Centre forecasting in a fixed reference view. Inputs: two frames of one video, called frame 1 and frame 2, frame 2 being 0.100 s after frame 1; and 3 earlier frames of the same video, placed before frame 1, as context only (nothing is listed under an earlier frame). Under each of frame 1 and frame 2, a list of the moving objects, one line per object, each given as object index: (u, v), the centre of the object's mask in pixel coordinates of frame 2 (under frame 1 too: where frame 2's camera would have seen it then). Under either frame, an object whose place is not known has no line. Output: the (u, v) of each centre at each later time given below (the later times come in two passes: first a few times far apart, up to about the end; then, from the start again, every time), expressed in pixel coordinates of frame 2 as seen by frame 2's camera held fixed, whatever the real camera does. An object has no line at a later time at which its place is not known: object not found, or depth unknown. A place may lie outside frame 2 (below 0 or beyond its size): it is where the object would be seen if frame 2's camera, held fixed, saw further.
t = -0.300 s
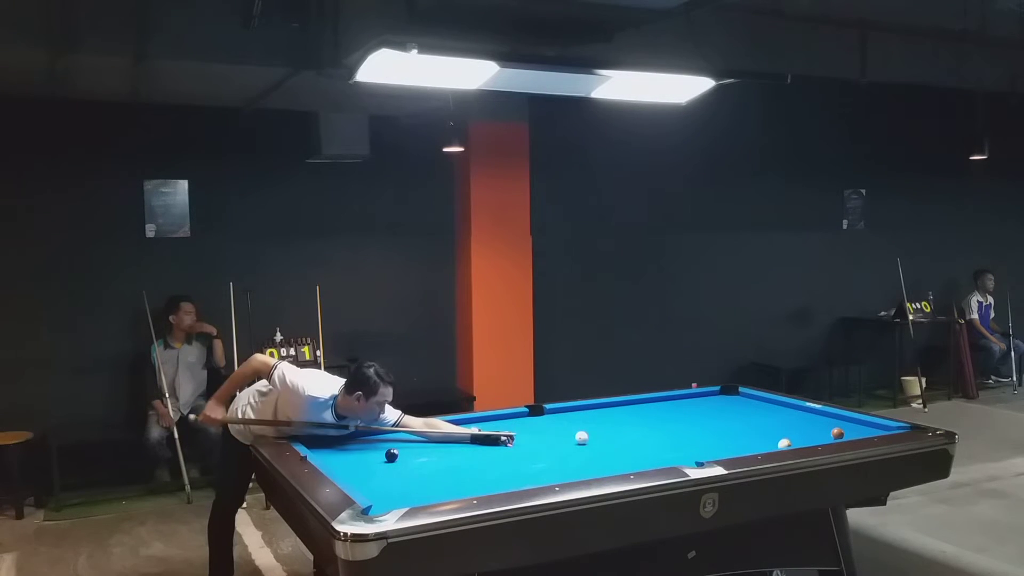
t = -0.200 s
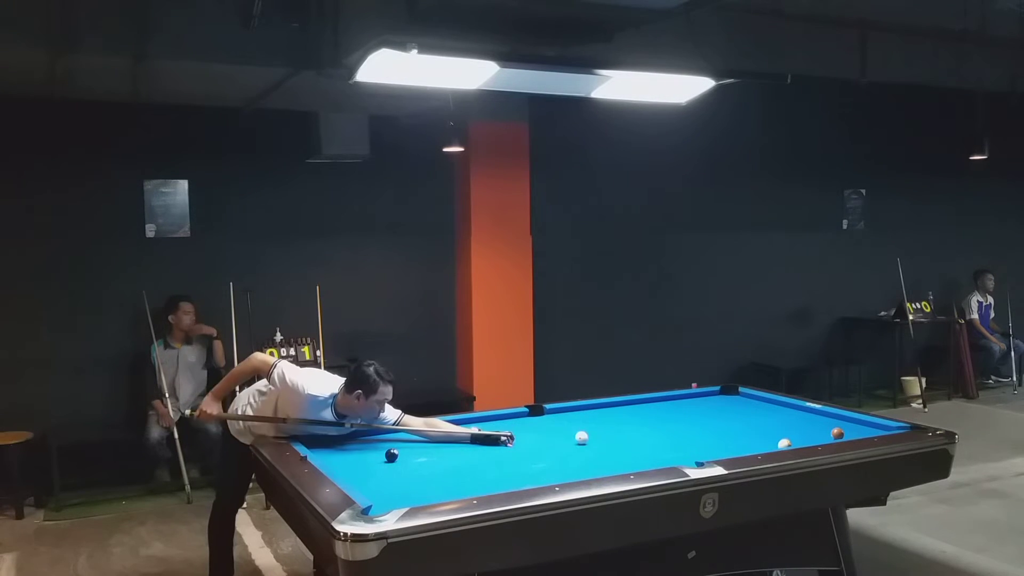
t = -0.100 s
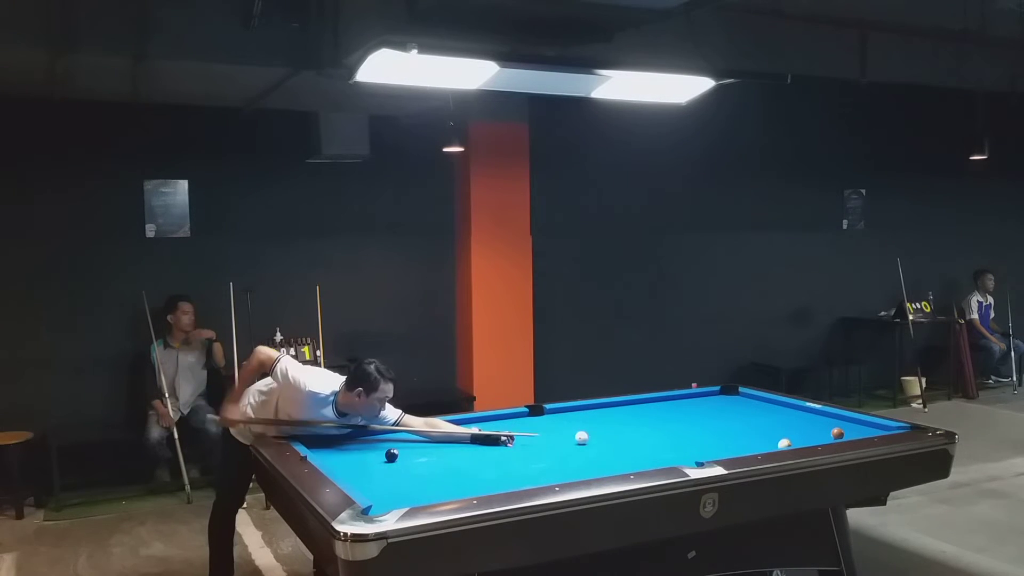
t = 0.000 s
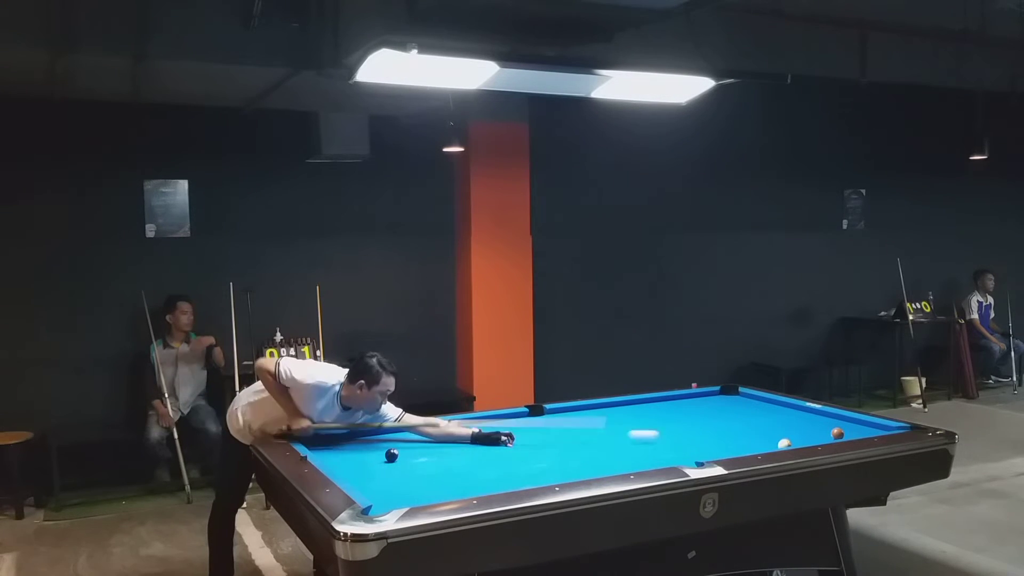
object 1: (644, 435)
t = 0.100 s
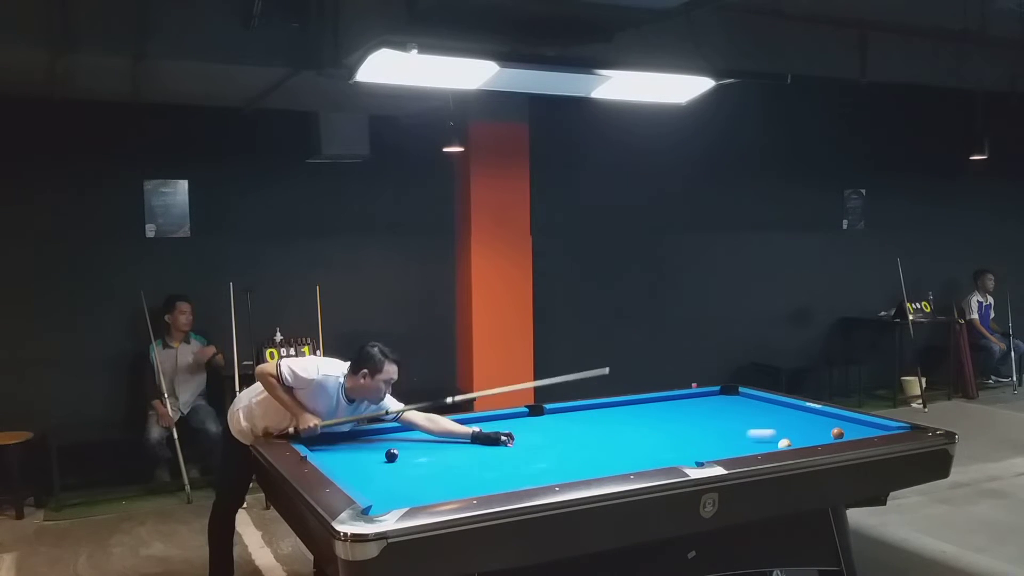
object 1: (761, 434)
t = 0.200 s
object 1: (835, 435)
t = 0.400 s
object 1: (818, 431)
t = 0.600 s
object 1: (811, 424)
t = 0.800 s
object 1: (807, 417)
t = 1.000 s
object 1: (804, 410)
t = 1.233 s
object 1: (785, 406)
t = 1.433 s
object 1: (762, 404)
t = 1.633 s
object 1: (741, 402)
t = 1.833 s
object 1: (720, 400)
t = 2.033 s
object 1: (701, 399)
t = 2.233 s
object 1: (682, 397)
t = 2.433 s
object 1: (675, 398)
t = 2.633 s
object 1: (672, 400)
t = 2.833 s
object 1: (670, 403)
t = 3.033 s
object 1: (667, 405)
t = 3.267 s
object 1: (664, 408)
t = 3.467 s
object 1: (662, 410)
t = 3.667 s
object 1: (660, 412)
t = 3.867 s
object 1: (657, 414)
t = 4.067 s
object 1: (655, 416)
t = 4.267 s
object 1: (652, 417)
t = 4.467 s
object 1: (650, 419)
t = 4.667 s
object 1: (648, 421)
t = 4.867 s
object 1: (645, 422)
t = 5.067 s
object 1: (644, 423)
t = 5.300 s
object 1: (641, 425)
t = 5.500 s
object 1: (639, 426)
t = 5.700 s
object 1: (638, 427)
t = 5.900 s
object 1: (636, 428)
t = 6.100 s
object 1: (635, 428)
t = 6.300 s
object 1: (634, 429)
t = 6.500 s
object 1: (632, 429)
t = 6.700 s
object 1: (631, 429)
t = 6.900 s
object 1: (631, 429)
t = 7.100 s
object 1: (631, 429)
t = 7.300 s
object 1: (631, 429)
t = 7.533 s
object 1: (631, 429)
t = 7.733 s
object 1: (631, 429)
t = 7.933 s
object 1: (631, 429)
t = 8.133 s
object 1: (631, 429)
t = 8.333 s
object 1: (631, 429)
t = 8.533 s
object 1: (631, 429)
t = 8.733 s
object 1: (631, 429)
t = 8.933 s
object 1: (631, 429)
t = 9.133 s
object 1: (631, 429)
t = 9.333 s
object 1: (631, 429)
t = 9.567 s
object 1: (631, 429)
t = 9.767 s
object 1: (631, 429)
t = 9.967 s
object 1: (631, 429)
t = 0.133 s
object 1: (799, 434)
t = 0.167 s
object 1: (829, 434)
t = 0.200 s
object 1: (835, 435)
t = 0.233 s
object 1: (840, 436)
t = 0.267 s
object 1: (835, 436)
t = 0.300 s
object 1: (829, 435)
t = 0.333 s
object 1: (824, 434)
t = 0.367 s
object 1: (821, 433)
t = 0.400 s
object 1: (818, 431)
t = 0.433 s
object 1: (816, 430)
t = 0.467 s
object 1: (814, 429)
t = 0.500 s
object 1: (813, 428)
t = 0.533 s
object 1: (812, 427)
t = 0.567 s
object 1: (811, 425)
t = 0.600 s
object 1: (811, 424)
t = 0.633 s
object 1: (810, 423)
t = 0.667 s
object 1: (810, 421)
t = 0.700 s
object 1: (809, 420)
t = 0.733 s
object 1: (808, 419)
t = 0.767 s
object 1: (808, 418)
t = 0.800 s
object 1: (807, 417)
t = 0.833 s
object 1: (807, 416)
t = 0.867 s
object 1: (806, 415)
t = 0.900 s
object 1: (805, 413)
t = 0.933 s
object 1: (805, 413)
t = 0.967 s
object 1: (804, 412)
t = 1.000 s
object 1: (804, 410)
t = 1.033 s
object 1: (804, 409)
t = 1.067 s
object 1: (803, 408)
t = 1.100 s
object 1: (801, 408)
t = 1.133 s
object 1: (797, 407)
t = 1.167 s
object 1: (793, 407)
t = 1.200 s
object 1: (789, 406)
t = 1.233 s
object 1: (785, 406)
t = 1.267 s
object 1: (781, 406)
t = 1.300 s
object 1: (777, 405)
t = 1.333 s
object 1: (773, 405)
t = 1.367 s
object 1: (769, 405)
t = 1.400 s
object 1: (766, 404)
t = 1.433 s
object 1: (762, 404)
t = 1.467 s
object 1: (758, 404)
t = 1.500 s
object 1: (755, 403)
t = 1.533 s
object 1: (751, 403)
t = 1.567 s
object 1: (747, 403)
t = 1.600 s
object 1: (744, 402)
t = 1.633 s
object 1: (741, 402)
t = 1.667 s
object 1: (737, 402)
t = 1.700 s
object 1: (734, 401)
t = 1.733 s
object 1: (730, 401)
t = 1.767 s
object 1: (727, 401)
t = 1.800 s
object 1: (724, 401)
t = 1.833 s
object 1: (720, 400)
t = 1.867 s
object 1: (717, 400)
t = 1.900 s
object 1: (714, 400)
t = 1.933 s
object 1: (710, 399)
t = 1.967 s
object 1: (707, 399)
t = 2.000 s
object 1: (704, 399)
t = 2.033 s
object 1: (701, 399)
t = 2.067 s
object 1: (698, 398)
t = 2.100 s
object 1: (695, 398)
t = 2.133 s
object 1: (691, 398)
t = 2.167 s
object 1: (688, 398)
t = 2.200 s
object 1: (685, 397)
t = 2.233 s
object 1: (682, 397)
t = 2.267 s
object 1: (680, 397)
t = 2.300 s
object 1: (676, 396)
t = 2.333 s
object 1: (676, 397)
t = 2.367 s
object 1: (675, 397)
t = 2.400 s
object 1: (675, 398)
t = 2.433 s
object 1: (675, 398)
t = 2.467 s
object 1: (674, 398)
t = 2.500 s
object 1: (674, 399)
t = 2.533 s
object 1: (673, 399)
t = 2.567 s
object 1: (673, 399)
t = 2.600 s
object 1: (673, 400)
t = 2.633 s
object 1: (672, 400)
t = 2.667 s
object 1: (672, 401)
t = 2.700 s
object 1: (671, 401)
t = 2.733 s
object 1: (671, 402)
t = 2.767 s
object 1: (670, 402)
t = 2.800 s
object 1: (670, 402)
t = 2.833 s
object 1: (670, 403)
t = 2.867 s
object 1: (669, 403)
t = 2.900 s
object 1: (669, 403)
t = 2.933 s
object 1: (668, 404)
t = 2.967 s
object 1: (668, 404)
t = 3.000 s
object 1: (668, 405)
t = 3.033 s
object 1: (667, 405)
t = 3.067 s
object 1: (667, 405)
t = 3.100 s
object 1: (666, 406)
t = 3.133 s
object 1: (666, 406)
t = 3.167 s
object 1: (666, 407)
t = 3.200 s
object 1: (665, 407)
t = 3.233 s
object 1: (665, 407)
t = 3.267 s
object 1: (664, 408)
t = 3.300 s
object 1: (664, 408)
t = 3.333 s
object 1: (664, 408)
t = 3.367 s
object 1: (663, 409)
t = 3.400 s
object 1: (663, 409)
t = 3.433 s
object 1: (662, 409)
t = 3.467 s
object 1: (662, 410)
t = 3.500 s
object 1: (662, 410)
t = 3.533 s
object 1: (661, 411)
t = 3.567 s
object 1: (661, 411)
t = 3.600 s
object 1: (661, 411)
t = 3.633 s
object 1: (660, 412)
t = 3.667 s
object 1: (660, 412)
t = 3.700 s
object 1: (659, 412)
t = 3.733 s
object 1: (659, 412)
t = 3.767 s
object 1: (658, 413)
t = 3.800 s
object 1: (658, 413)
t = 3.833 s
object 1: (658, 413)
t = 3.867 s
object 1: (657, 414)
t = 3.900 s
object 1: (657, 414)
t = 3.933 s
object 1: (656, 414)
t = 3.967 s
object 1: (656, 415)
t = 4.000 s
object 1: (656, 415)
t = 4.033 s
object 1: (655, 415)
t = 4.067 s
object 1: (655, 416)
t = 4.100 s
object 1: (654, 416)
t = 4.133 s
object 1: (654, 416)
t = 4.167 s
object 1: (653, 417)
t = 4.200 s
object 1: (653, 417)
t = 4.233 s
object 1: (653, 417)
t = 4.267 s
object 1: (652, 417)
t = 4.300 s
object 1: (652, 418)
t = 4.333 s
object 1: (651, 418)
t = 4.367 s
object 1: (651, 418)
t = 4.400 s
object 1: (651, 419)
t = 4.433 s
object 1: (650, 419)
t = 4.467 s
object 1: (650, 419)
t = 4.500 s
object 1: (649, 419)
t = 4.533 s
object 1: (649, 420)
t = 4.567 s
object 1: (649, 420)
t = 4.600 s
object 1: (648, 420)
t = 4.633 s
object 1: (648, 421)
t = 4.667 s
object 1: (648, 421)
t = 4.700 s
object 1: (647, 421)
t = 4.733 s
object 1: (647, 421)
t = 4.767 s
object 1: (647, 422)
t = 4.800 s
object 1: (646, 422)
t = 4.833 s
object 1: (646, 422)
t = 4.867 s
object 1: (645, 422)
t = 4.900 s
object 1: (645, 422)
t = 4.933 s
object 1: (645, 423)
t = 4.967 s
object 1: (645, 423)
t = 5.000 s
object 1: (644, 423)
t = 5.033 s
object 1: (644, 424)
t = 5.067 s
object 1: (644, 423)
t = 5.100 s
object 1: (643, 424)
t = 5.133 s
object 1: (643, 424)
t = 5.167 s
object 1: (643, 424)
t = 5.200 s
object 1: (642, 424)
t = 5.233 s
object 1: (642, 424)
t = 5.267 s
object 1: (642, 425)
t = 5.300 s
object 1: (641, 425)
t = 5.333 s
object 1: (641, 425)
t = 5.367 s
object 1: (641, 425)
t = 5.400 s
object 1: (640, 425)
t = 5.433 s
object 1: (640, 426)
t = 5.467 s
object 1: (640, 426)
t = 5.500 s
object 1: (639, 426)
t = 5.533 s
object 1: (639, 426)
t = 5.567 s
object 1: (639, 426)
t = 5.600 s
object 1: (638, 427)
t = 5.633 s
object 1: (638, 427)
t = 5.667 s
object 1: (638, 427)
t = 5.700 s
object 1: (638, 427)
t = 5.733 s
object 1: (638, 427)
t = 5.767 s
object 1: (637, 427)
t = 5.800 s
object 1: (637, 427)
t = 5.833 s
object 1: (637, 428)
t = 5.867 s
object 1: (637, 428)
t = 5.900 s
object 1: (636, 428)
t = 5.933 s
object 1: (636, 428)
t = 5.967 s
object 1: (636, 428)
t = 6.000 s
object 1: (636, 428)
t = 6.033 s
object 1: (635, 428)
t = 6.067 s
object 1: (635, 428)
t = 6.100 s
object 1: (635, 428)
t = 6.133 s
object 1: (635, 429)
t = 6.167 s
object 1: (634, 429)
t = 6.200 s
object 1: (634, 429)
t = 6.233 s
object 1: (634, 429)
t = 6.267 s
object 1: (634, 429)
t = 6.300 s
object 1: (634, 429)
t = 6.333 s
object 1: (634, 429)
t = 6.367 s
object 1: (633, 429)
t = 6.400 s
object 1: (633, 429)
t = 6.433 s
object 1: (633, 429)
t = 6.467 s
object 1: (633, 429)
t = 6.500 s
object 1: (632, 429)
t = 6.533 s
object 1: (632, 429)
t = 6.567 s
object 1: (632, 429)
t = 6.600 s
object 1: (632, 429)
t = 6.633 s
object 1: (632, 429)
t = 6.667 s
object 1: (632, 429)
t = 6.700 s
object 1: (631, 429)
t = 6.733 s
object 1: (631, 429)
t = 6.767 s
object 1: (631, 429)
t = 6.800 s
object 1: (631, 429)
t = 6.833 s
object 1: (631, 429)
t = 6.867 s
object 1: (631, 429)
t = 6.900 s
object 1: (631, 429)
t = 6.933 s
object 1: (631, 429)
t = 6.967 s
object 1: (631, 429)
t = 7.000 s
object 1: (631, 429)
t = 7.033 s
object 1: (631, 429)
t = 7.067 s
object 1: (631, 429)
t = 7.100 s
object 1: (631, 429)
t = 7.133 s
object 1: (631, 429)
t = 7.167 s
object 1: (631, 429)
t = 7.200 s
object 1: (631, 429)
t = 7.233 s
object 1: (631, 429)
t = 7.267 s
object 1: (631, 429)
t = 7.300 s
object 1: (631, 429)
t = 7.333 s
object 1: (631, 429)
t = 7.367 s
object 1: (631, 429)
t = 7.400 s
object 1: (631, 429)
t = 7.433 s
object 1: (631, 429)
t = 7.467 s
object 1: (631, 429)
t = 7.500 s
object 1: (631, 429)
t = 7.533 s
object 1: (631, 429)
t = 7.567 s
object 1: (631, 429)
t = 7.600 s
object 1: (631, 429)
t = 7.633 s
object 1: (631, 429)
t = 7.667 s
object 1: (631, 429)
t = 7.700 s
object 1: (631, 429)
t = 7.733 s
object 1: (631, 429)
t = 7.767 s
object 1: (631, 429)
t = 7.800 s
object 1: (631, 429)
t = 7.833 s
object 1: (631, 429)
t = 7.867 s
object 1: (631, 429)
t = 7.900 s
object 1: (631, 429)
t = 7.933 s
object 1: (631, 429)
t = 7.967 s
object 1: (631, 429)
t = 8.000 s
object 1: (631, 429)
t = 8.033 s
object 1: (631, 429)
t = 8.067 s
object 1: (631, 429)
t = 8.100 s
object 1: (631, 429)
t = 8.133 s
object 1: (631, 429)
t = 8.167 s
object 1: (631, 429)
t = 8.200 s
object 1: (631, 429)
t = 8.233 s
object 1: (631, 429)
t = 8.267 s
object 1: (631, 429)
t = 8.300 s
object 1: (631, 429)
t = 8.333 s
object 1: (631, 429)
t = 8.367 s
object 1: (631, 429)
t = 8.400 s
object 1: (631, 429)
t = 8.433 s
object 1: (631, 429)
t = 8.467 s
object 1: (631, 429)
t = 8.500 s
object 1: (631, 429)
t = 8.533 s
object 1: (631, 429)
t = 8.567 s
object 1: (631, 429)
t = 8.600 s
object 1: (631, 429)
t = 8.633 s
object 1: (631, 429)
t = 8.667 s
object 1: (631, 429)
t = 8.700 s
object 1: (631, 429)
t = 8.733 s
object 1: (631, 429)
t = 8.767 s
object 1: (631, 429)
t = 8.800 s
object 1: (631, 429)
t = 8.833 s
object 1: (631, 429)
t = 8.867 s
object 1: (631, 429)
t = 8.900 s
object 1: (631, 429)
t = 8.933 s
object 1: (631, 429)
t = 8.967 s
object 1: (631, 429)
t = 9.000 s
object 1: (631, 429)
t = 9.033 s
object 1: (631, 429)
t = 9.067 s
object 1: (631, 429)
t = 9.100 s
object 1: (631, 429)
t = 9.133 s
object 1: (631, 429)
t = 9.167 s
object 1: (631, 429)
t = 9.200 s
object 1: (631, 429)
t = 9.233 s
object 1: (631, 429)
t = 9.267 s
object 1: (631, 429)
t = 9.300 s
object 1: (631, 429)
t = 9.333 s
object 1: (631, 429)
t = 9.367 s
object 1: (631, 429)
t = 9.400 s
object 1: (631, 429)
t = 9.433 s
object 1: (631, 429)
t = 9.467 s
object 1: (631, 429)
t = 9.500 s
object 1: (631, 429)
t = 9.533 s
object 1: (631, 429)
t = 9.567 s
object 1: (631, 429)
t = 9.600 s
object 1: (631, 429)
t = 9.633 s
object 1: (631, 429)
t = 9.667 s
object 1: (631, 429)
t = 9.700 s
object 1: (631, 429)
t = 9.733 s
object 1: (631, 429)
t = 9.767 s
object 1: (631, 429)
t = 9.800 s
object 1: (631, 429)
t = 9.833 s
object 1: (631, 429)
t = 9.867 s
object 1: (631, 429)
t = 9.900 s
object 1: (631, 429)
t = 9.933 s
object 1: (631, 429)
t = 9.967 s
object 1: (631, 429)
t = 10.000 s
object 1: (631, 429)
